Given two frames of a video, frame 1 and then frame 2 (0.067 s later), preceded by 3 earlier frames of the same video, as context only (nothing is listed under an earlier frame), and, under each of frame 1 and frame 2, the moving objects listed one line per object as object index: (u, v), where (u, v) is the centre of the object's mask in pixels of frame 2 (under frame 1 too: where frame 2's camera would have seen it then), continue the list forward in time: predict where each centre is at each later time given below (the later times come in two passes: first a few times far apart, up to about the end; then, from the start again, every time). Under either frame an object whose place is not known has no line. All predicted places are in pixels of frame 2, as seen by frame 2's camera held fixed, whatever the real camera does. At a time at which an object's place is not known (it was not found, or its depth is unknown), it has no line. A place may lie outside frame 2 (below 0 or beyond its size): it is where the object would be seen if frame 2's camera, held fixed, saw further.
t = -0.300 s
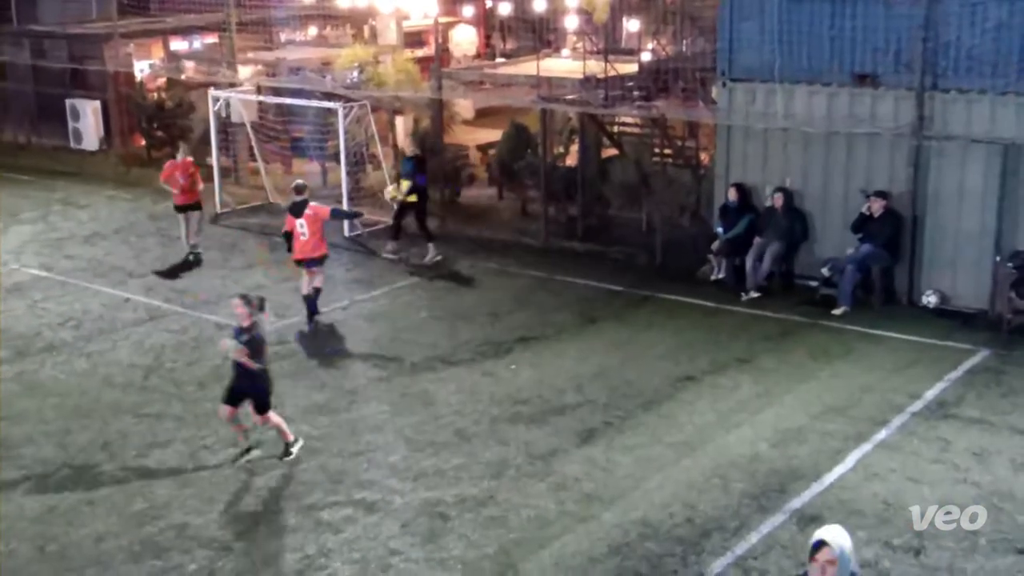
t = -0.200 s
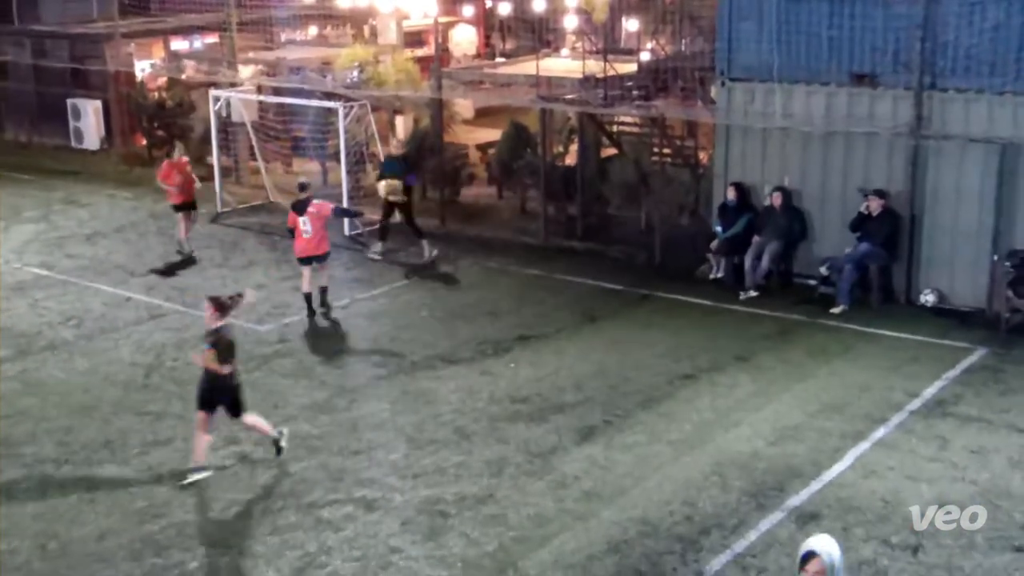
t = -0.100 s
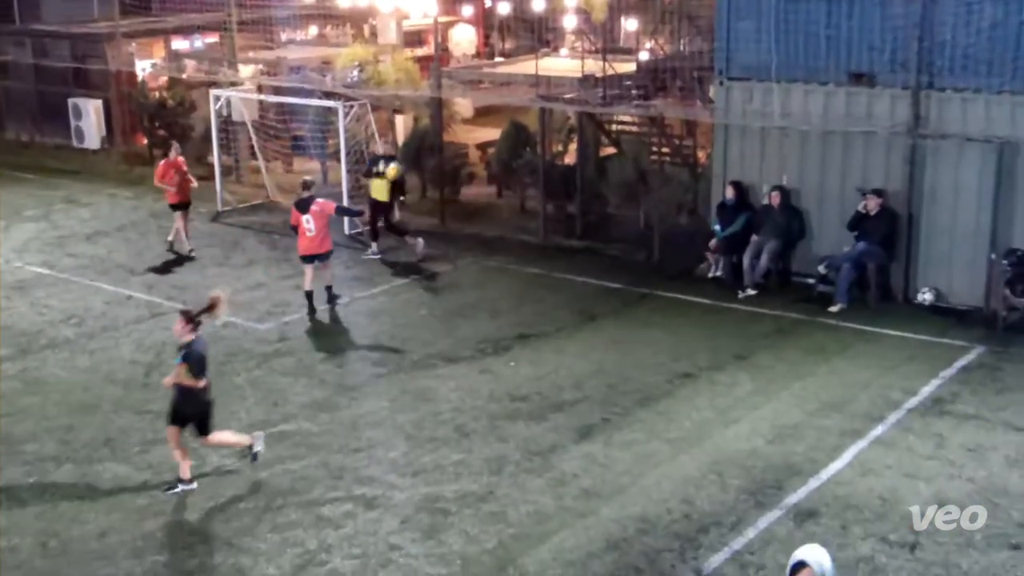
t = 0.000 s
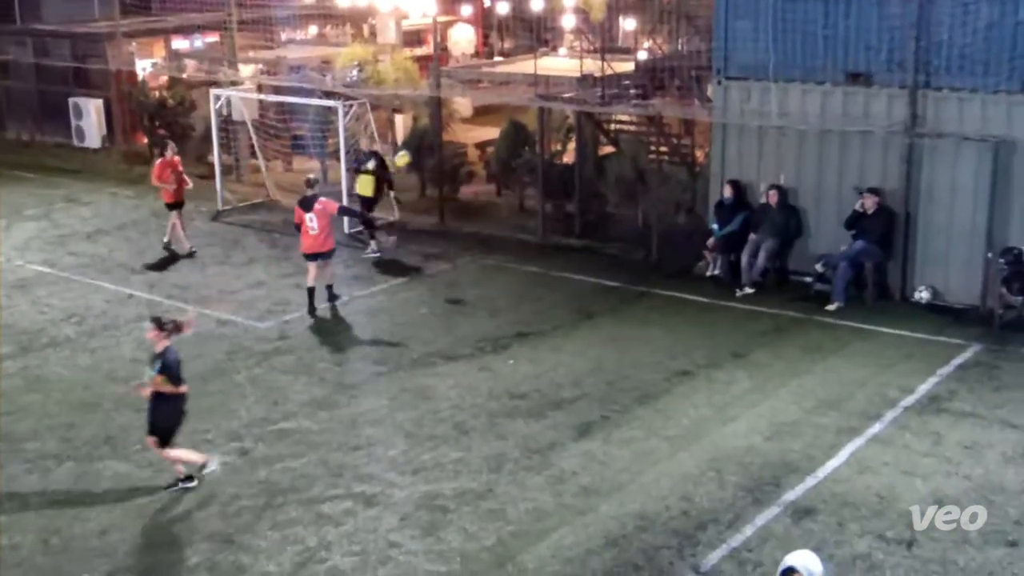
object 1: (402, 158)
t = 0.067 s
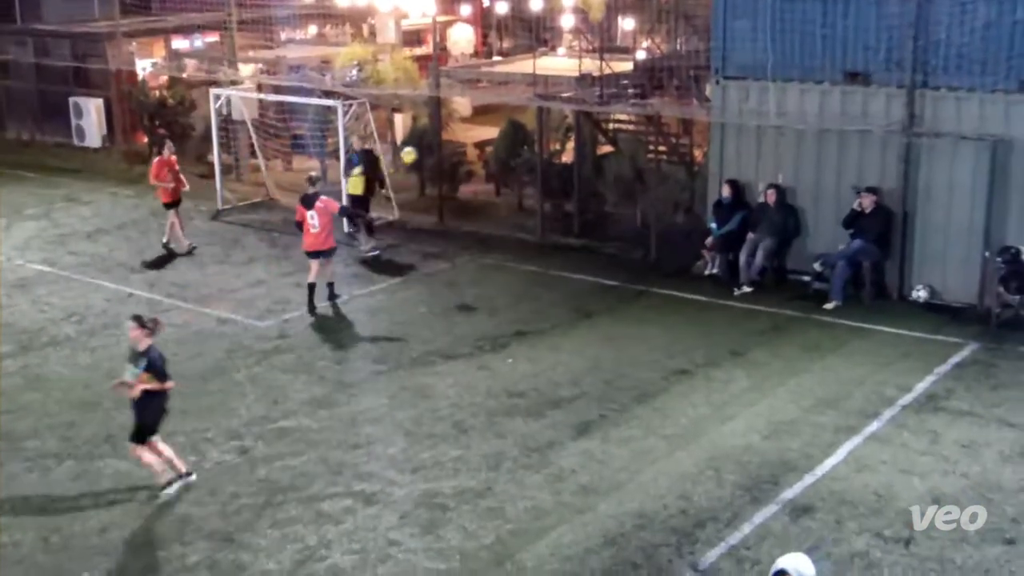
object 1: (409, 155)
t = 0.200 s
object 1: (423, 159)
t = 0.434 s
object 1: (452, 199)
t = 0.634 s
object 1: (479, 269)
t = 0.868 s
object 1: (507, 291)
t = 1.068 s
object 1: (530, 287)
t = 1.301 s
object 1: (561, 325)
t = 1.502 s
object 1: (588, 347)
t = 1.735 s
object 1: (621, 367)
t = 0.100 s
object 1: (412, 155)
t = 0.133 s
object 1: (416, 155)
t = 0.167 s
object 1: (419, 157)
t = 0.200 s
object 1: (423, 159)
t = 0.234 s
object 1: (427, 162)
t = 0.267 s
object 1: (432, 165)
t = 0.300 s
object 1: (435, 170)
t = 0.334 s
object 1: (440, 176)
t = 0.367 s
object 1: (444, 183)
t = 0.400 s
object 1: (448, 190)
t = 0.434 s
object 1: (452, 199)
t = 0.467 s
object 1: (456, 208)
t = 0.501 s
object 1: (460, 218)
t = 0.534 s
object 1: (465, 230)
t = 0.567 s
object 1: (469, 240)
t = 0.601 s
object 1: (473, 253)
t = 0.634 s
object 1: (479, 269)
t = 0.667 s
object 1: (483, 284)
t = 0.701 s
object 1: (487, 299)
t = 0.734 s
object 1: (492, 310)
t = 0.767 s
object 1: (496, 305)
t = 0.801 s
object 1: (499, 299)
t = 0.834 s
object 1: (503, 295)
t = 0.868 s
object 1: (507, 291)
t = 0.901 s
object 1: (511, 288)
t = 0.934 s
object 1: (514, 286)
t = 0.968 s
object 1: (519, 285)
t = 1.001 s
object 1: (523, 285)
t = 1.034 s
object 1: (527, 286)
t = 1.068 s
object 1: (530, 287)
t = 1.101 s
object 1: (535, 290)
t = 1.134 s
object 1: (539, 293)
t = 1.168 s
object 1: (544, 298)
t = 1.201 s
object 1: (548, 303)
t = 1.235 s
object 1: (552, 310)
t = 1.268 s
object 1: (557, 317)
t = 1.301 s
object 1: (561, 325)
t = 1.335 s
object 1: (566, 335)
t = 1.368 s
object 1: (570, 345)
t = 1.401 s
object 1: (575, 347)
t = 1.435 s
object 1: (579, 346)
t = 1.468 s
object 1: (584, 346)
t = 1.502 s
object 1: (588, 347)
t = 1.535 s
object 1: (593, 349)
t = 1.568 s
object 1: (597, 352)
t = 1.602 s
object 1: (601, 355)
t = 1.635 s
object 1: (607, 361)
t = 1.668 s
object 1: (612, 364)
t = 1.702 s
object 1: (616, 365)
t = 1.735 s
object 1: (621, 367)
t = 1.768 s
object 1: (626, 369)
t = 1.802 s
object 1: (630, 373)
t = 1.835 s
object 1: (635, 375)
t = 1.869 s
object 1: (639, 376)
